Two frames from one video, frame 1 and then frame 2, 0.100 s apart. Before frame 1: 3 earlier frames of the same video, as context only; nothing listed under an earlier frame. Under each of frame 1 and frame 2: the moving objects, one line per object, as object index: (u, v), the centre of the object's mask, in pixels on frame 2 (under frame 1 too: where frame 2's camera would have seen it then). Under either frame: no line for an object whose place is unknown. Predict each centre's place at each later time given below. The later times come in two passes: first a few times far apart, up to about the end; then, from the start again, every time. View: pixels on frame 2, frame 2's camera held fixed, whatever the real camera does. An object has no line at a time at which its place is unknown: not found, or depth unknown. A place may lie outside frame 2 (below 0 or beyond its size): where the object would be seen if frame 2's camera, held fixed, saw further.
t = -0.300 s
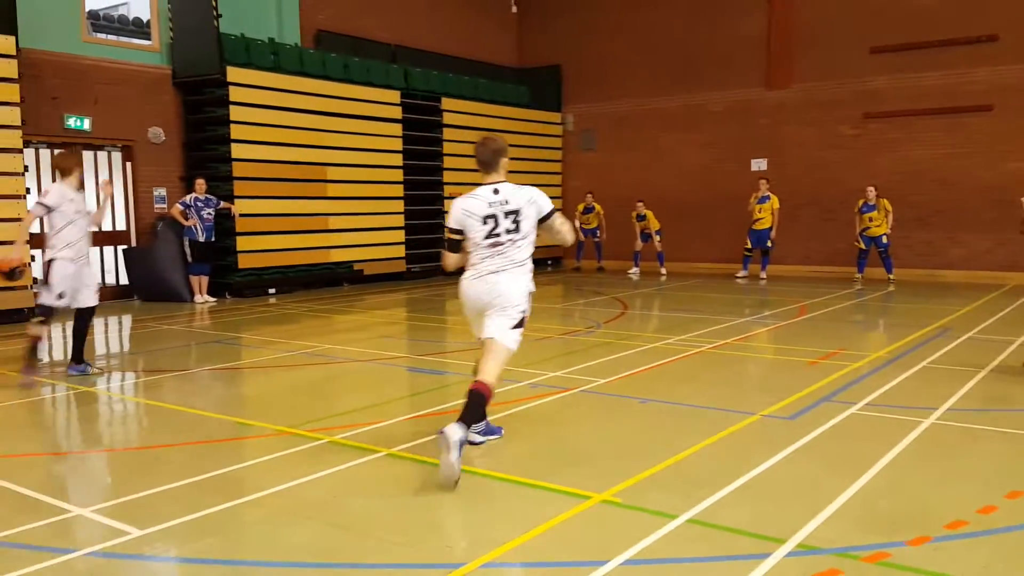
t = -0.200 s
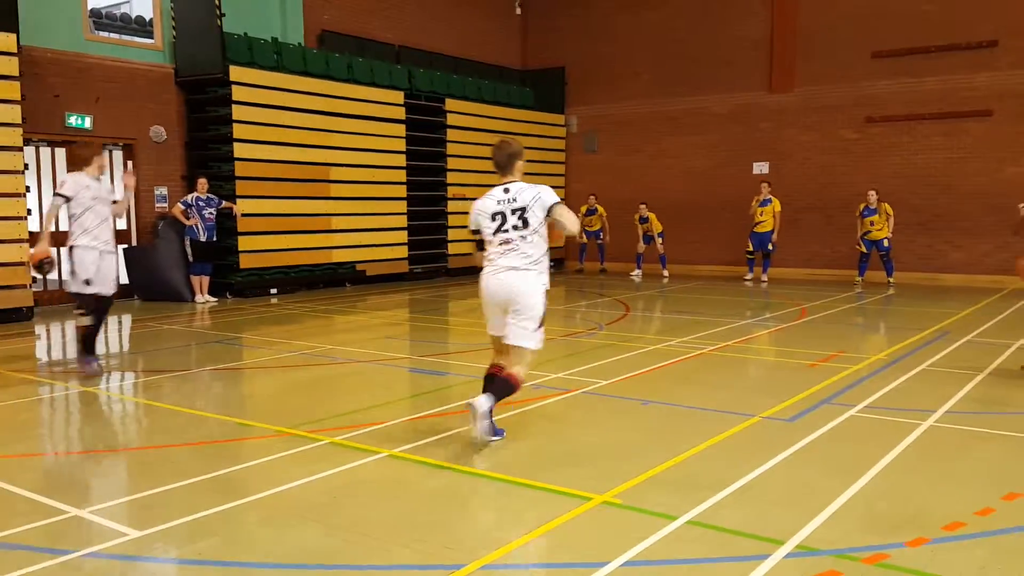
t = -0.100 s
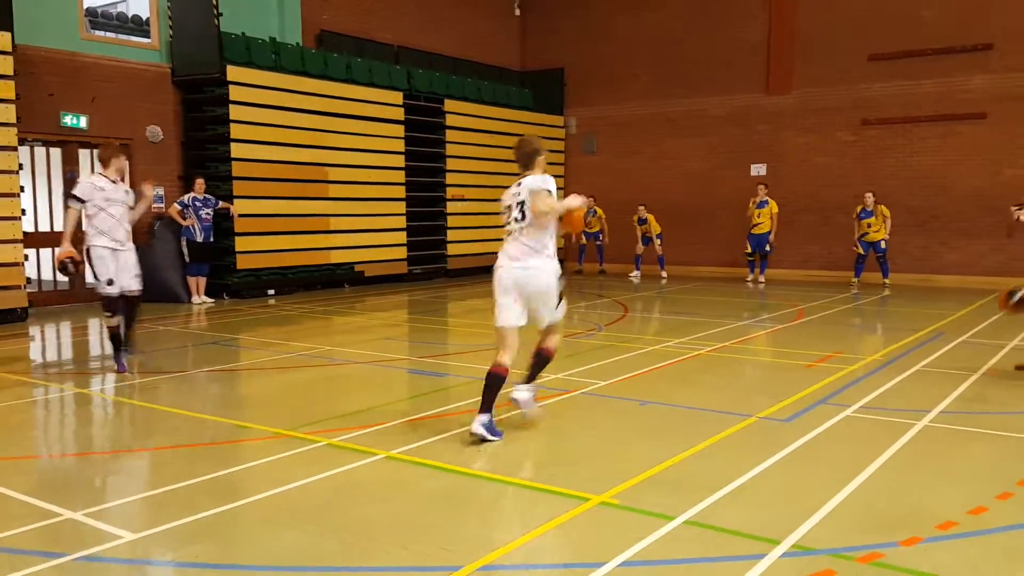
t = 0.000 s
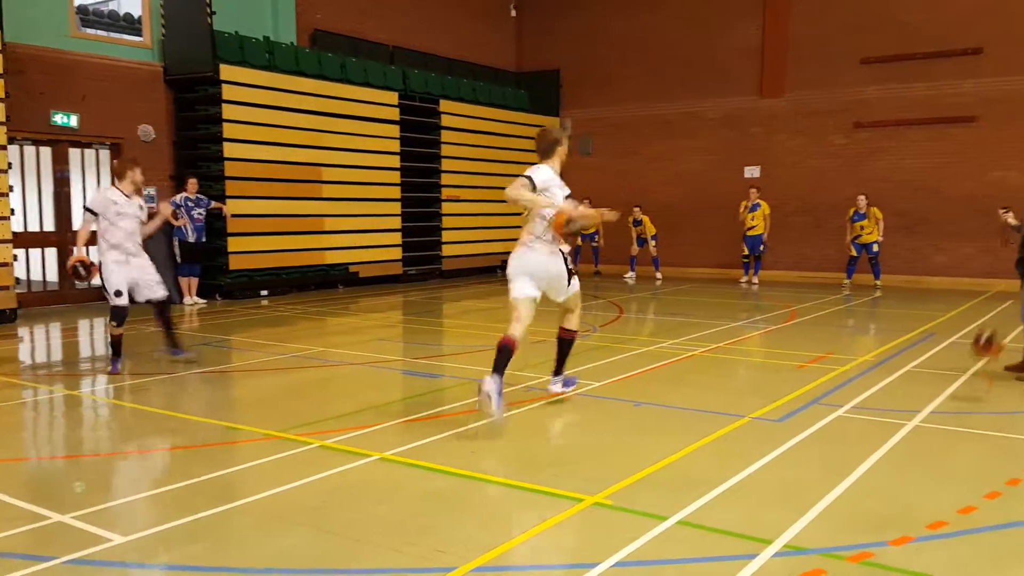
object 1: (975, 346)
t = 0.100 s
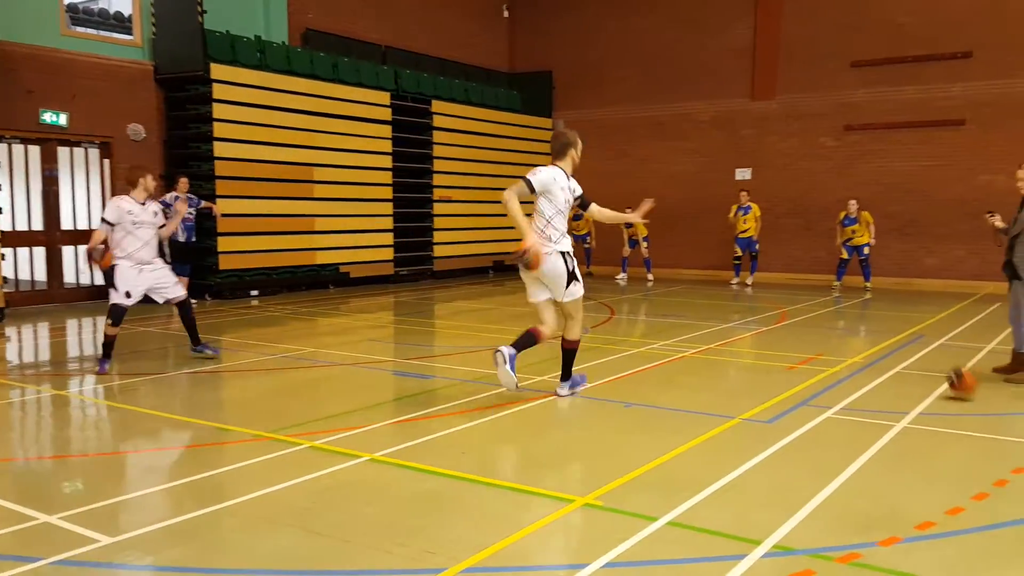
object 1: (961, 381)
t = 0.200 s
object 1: (957, 342)
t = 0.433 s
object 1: (942, 303)
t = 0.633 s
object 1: (926, 325)
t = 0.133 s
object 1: (961, 368)
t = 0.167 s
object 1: (958, 354)
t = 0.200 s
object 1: (957, 342)
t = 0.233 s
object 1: (955, 332)
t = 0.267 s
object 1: (954, 324)
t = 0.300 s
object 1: (952, 317)
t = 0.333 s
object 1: (950, 311)
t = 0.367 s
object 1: (946, 306)
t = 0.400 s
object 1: (944, 304)
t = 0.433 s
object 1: (942, 303)
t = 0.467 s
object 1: (941, 303)
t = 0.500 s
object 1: (939, 304)
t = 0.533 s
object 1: (936, 307)
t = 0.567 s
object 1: (933, 312)
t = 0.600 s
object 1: (930, 318)
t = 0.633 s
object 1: (926, 325)
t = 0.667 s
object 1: (924, 333)
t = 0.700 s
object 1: (920, 345)
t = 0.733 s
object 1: (917, 357)
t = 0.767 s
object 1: (914, 370)
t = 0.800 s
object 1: (911, 381)
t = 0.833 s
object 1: (909, 367)
